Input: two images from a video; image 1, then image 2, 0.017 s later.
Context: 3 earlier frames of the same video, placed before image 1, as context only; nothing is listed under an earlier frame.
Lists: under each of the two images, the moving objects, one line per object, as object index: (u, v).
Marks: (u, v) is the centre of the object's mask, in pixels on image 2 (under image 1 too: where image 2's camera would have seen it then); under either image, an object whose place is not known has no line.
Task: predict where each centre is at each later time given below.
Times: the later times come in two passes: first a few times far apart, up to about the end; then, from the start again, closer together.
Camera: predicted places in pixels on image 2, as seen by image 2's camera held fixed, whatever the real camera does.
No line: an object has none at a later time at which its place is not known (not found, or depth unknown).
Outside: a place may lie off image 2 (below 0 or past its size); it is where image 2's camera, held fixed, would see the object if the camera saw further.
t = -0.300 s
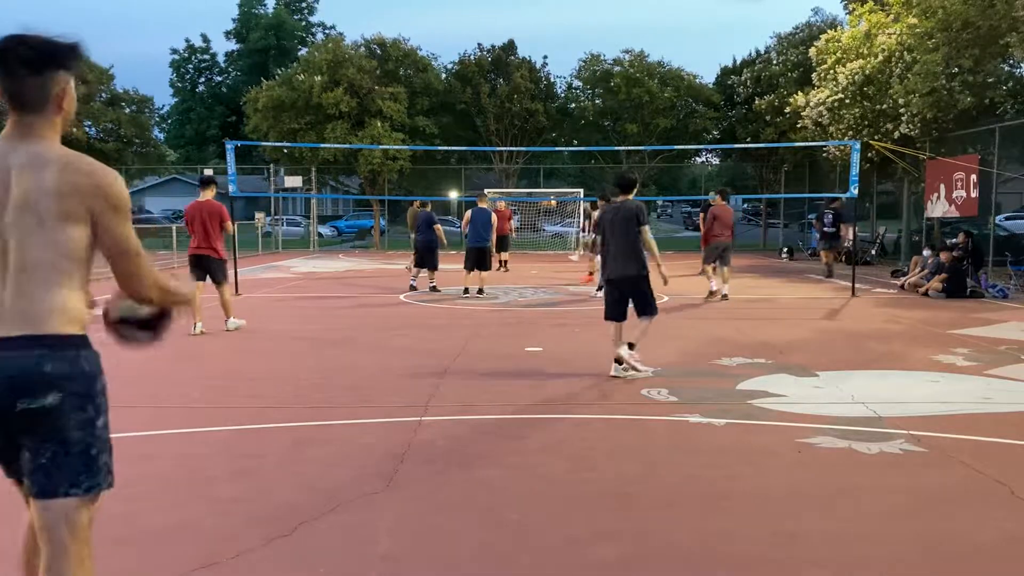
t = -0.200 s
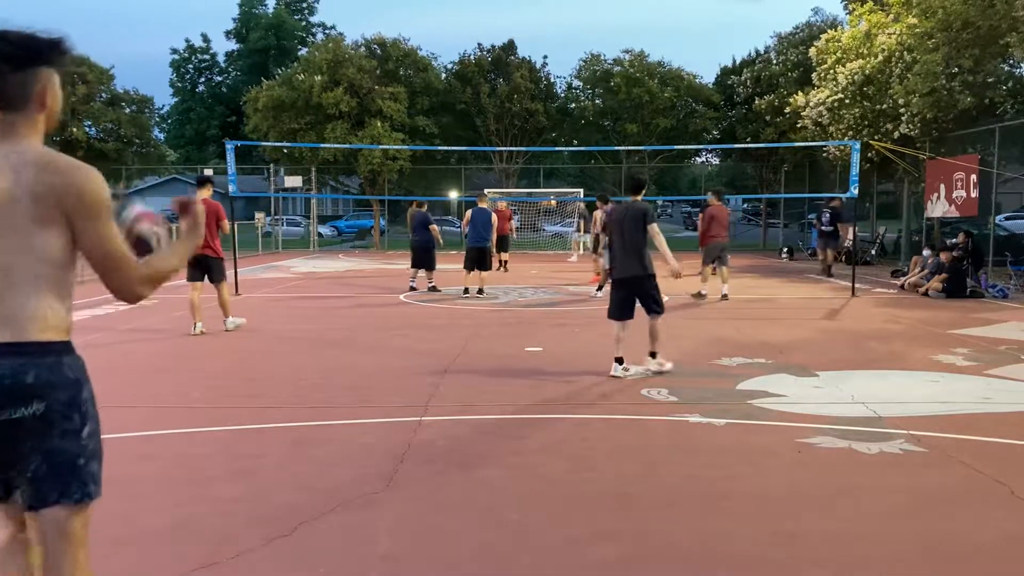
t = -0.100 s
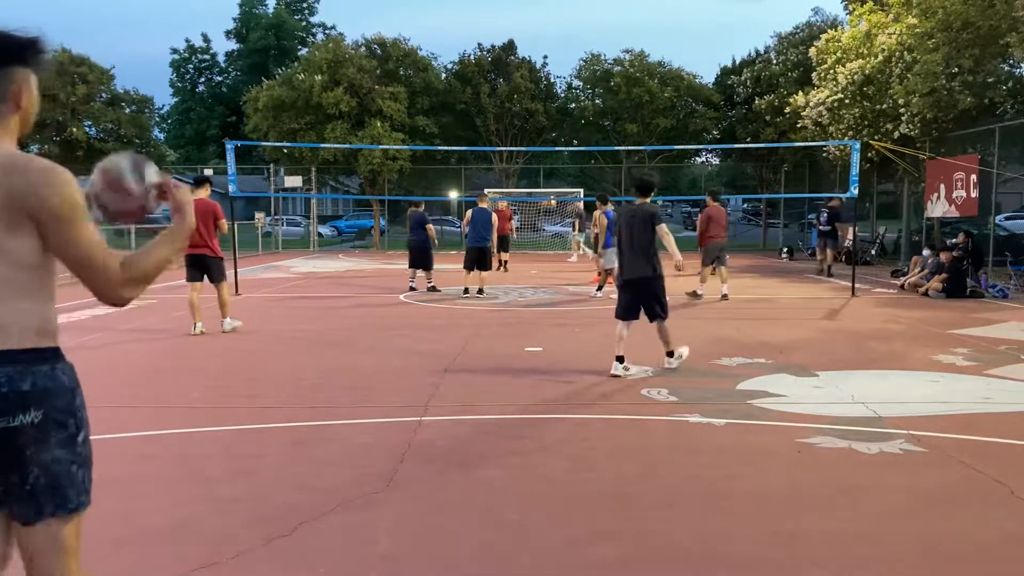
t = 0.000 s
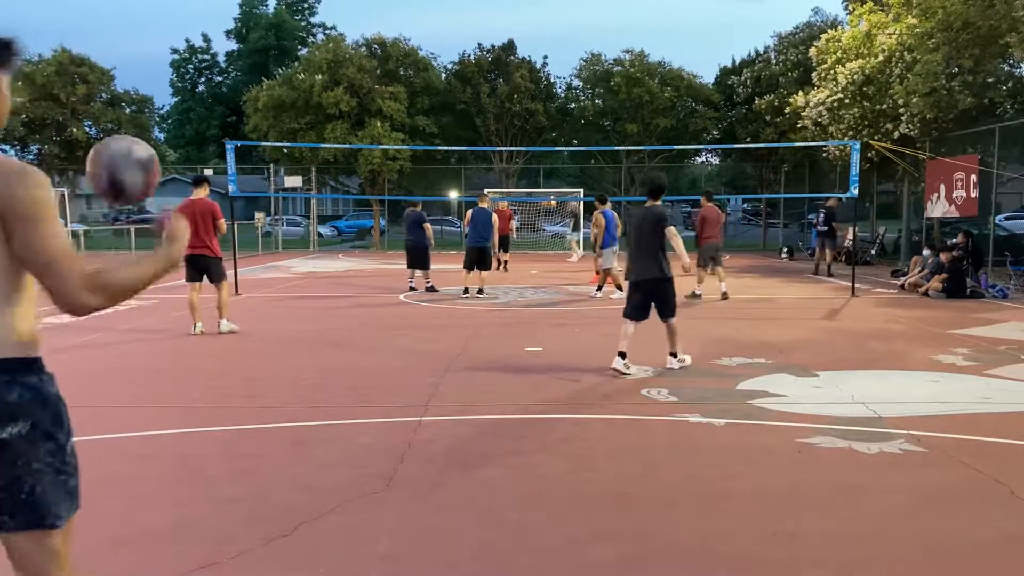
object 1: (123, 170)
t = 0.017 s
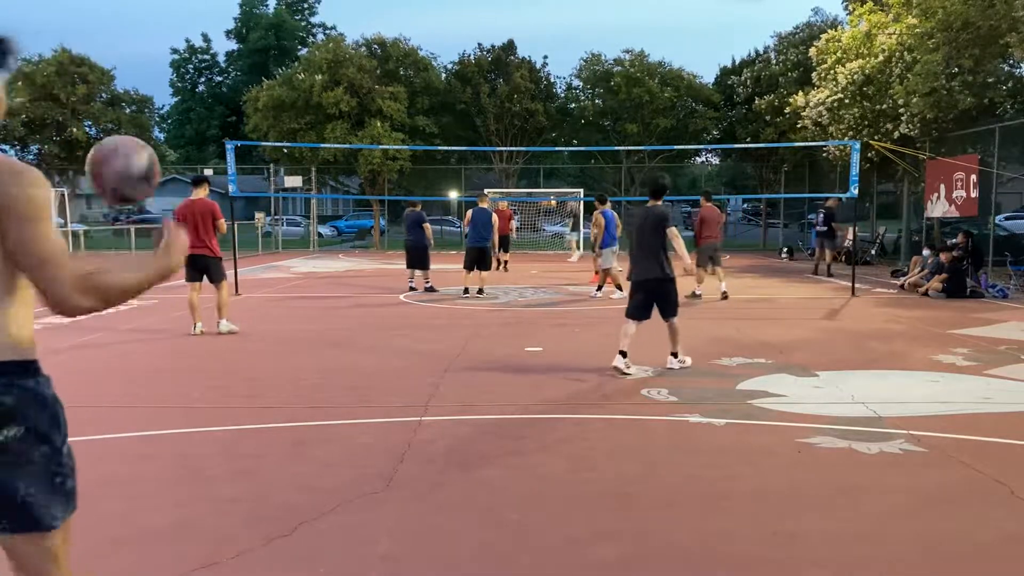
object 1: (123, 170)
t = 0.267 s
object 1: (121, 279)
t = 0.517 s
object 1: (128, 559)
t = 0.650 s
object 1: (93, 506)
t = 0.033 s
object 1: (122, 170)
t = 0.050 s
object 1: (122, 172)
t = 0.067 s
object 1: (120, 175)
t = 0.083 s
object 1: (121, 179)
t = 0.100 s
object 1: (120, 183)
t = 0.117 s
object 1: (121, 189)
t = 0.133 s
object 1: (119, 196)
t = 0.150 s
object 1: (121, 203)
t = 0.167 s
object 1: (119, 210)
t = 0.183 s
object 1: (120, 219)
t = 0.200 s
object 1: (119, 229)
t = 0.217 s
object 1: (119, 239)
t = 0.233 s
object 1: (119, 251)
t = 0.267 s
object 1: (121, 279)
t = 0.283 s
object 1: (120, 293)
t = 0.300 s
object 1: (120, 308)
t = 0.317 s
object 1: (120, 326)
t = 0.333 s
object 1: (120, 344)
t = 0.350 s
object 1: (122, 359)
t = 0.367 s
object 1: (121, 378)
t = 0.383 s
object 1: (120, 396)
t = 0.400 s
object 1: (122, 414)
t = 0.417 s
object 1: (122, 436)
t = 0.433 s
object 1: (123, 462)
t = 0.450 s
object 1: (126, 481)
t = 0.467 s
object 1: (123, 502)
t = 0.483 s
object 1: (122, 528)
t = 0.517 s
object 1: (128, 559)
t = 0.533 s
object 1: (128, 569)
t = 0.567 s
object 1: (122, 564)
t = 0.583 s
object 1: (117, 556)
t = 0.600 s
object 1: (110, 548)
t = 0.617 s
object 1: (104, 537)
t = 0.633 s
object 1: (99, 521)
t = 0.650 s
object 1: (93, 506)
